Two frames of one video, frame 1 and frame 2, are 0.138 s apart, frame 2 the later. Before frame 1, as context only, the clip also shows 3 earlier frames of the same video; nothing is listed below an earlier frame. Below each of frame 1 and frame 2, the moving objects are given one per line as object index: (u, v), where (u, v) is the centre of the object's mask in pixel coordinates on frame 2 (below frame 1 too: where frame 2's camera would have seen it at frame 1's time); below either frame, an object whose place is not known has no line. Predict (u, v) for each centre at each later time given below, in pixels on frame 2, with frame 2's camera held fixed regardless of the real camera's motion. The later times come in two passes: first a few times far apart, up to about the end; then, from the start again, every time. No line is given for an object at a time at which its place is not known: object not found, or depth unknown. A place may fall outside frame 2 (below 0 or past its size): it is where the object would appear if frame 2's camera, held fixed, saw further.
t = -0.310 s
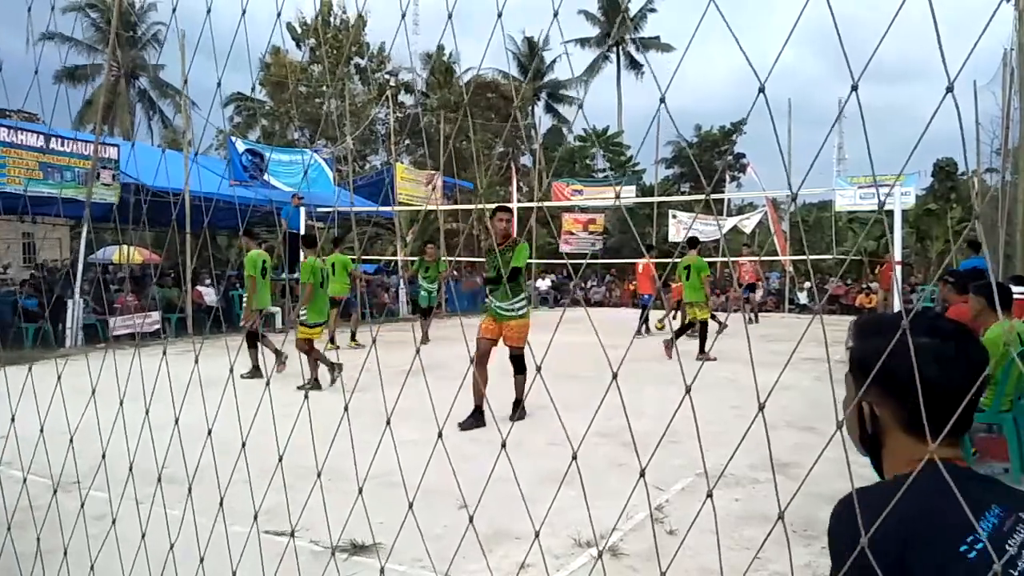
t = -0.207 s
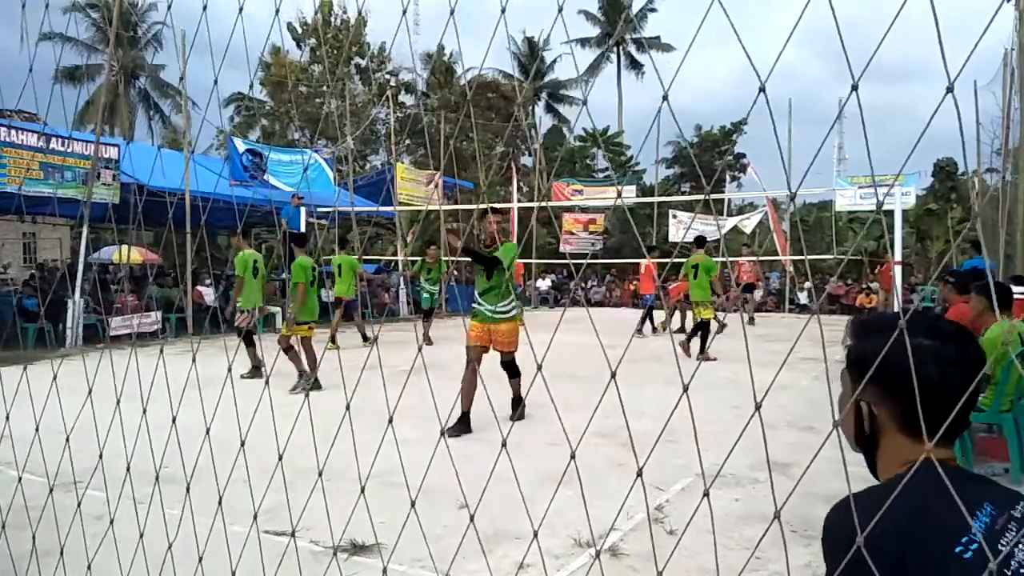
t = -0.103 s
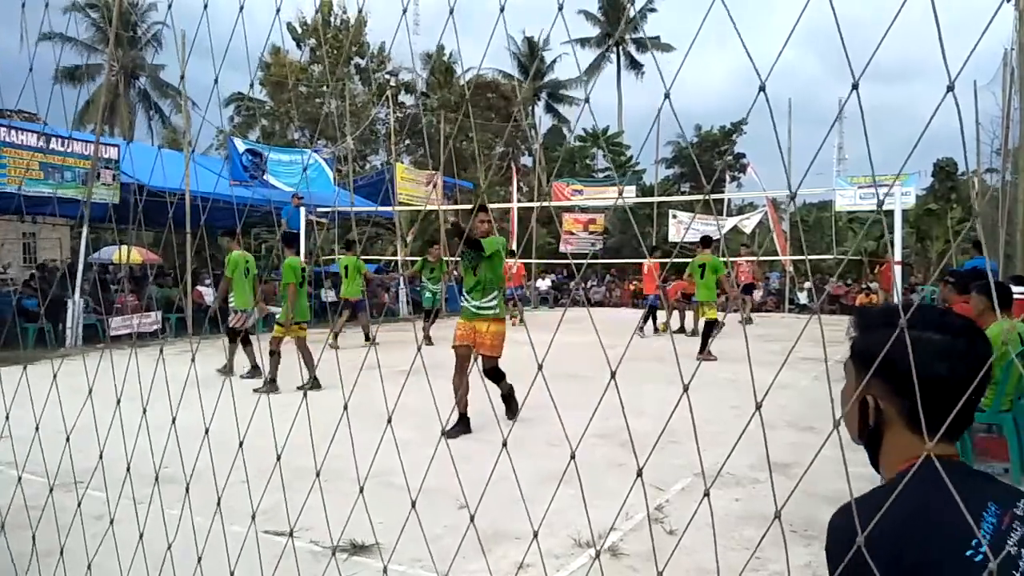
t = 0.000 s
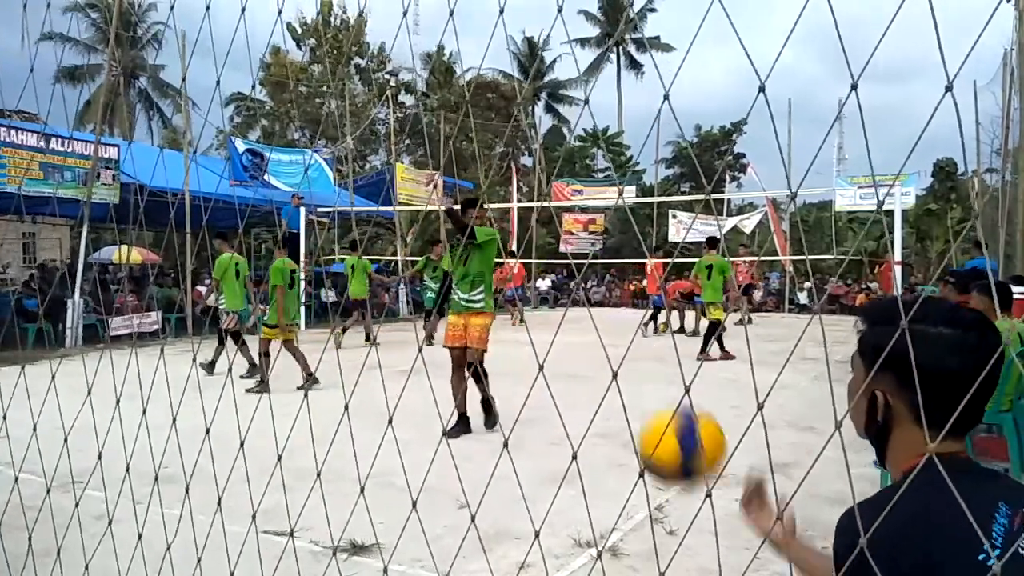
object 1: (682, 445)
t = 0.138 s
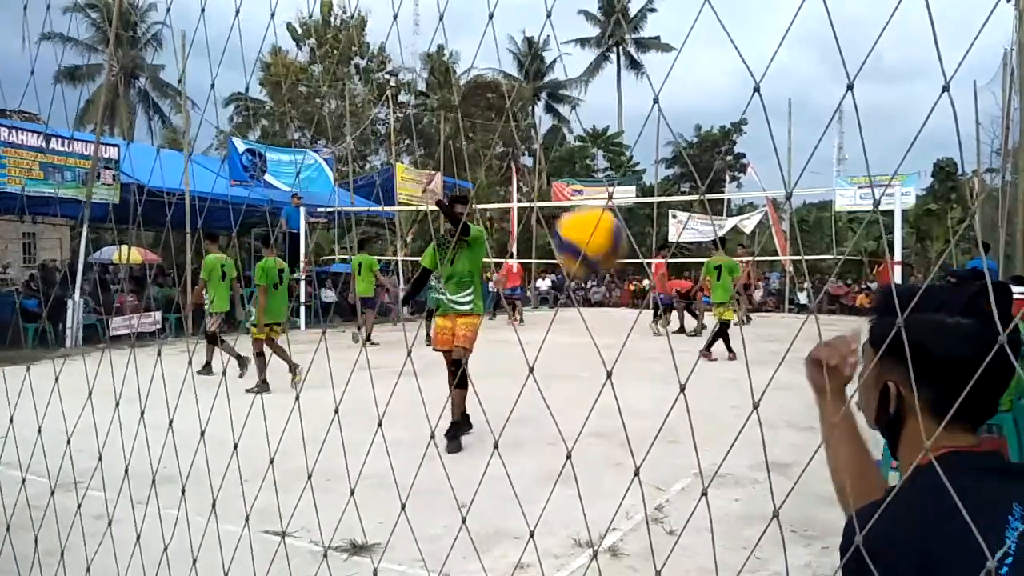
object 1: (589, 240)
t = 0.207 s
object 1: (553, 179)
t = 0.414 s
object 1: (470, 109)
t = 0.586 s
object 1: (420, 143)
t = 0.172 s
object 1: (570, 206)
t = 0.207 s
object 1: (553, 179)
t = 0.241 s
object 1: (536, 156)
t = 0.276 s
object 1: (521, 140)
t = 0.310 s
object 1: (507, 125)
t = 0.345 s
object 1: (492, 117)
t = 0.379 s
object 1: (480, 112)
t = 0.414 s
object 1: (470, 109)
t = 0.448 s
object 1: (457, 113)
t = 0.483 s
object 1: (447, 116)
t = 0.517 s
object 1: (437, 123)
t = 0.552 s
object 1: (428, 132)
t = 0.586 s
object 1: (420, 143)
